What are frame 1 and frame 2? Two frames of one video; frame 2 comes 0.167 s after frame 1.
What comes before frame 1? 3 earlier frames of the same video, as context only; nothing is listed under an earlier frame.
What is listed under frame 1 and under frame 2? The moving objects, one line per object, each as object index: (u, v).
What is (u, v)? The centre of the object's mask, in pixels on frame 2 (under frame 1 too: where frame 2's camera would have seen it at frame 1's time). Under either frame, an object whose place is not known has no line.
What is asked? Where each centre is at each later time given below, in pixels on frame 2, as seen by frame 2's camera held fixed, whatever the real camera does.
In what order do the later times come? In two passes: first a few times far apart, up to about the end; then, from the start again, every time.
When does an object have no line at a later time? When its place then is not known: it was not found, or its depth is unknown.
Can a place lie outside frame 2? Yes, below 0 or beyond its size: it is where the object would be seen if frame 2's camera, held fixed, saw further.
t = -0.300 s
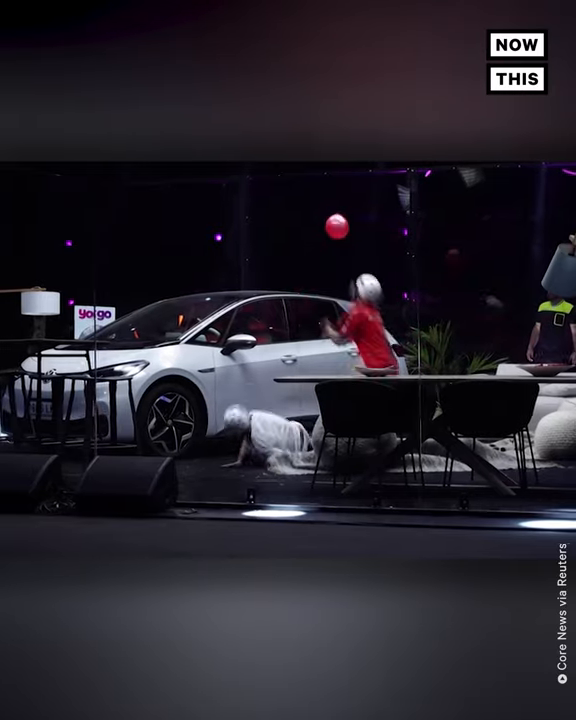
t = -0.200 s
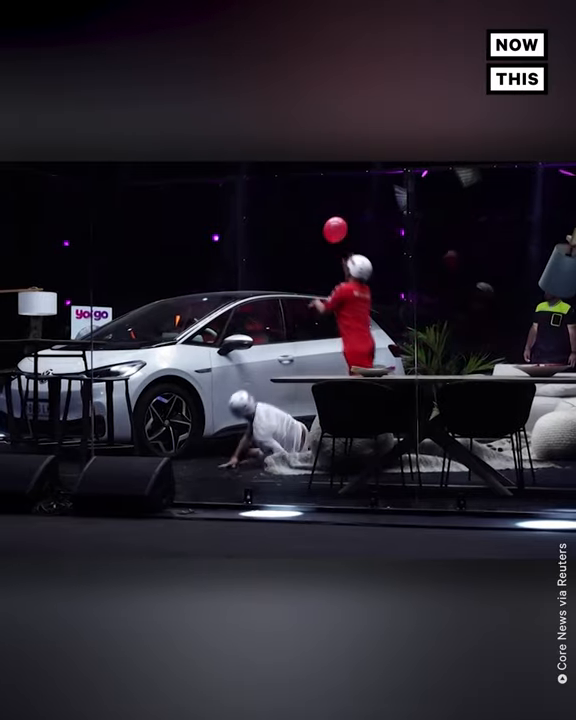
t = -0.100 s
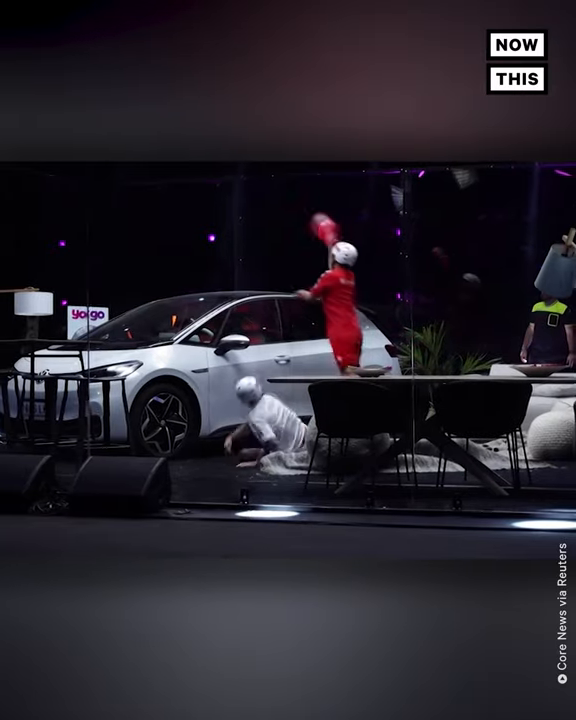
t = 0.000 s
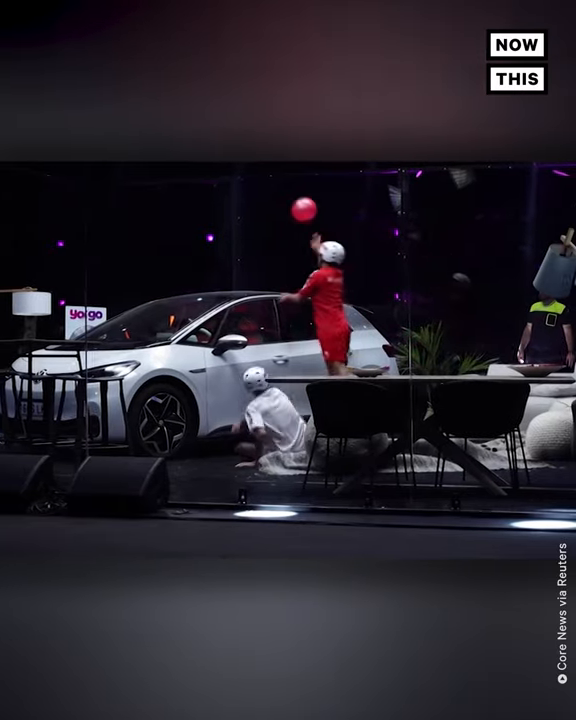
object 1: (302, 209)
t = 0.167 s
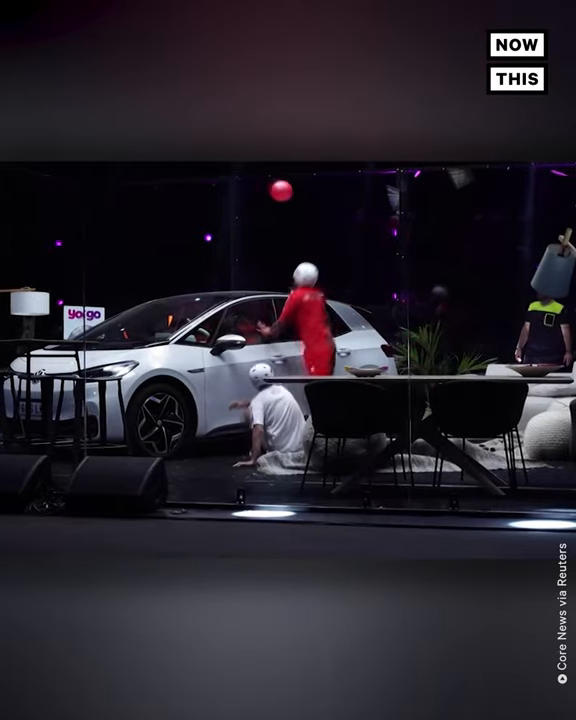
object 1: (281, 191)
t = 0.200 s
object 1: (277, 188)
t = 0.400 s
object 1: (266, 177)
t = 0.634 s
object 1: (258, 177)
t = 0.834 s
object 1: (248, 184)
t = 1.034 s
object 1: (239, 199)
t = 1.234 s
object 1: (232, 220)
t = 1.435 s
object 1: (226, 246)
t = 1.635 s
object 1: (219, 272)
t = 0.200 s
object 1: (277, 188)
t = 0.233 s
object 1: (274, 185)
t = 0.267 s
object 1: (272, 183)
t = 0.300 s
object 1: (271, 182)
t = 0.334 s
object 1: (269, 180)
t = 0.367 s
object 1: (268, 178)
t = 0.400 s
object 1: (266, 177)
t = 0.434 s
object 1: (266, 176)
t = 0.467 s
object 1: (265, 176)
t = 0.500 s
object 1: (264, 176)
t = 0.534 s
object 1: (263, 176)
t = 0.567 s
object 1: (261, 176)
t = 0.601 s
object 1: (260, 176)
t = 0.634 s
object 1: (258, 177)
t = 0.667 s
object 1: (257, 177)
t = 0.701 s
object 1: (256, 178)
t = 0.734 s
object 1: (254, 179)
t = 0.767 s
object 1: (252, 180)
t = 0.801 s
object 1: (250, 182)
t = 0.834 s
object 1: (248, 184)
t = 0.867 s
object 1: (247, 186)
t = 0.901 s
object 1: (245, 188)
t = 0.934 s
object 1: (244, 190)
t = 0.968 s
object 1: (243, 193)
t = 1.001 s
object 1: (241, 196)
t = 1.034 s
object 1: (239, 199)
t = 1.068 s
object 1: (238, 202)
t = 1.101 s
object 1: (236, 205)
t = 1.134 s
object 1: (235, 209)
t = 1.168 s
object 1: (233, 213)
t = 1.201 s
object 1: (232, 217)
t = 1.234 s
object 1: (232, 220)
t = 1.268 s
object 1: (230, 225)
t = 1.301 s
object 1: (229, 229)
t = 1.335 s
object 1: (228, 234)
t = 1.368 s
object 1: (227, 238)
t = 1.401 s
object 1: (227, 242)
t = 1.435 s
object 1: (226, 246)
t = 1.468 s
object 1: (225, 252)
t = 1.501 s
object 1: (224, 257)
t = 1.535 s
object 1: (223, 261)
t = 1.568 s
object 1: (222, 265)
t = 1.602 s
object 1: (221, 269)
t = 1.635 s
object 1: (219, 272)
